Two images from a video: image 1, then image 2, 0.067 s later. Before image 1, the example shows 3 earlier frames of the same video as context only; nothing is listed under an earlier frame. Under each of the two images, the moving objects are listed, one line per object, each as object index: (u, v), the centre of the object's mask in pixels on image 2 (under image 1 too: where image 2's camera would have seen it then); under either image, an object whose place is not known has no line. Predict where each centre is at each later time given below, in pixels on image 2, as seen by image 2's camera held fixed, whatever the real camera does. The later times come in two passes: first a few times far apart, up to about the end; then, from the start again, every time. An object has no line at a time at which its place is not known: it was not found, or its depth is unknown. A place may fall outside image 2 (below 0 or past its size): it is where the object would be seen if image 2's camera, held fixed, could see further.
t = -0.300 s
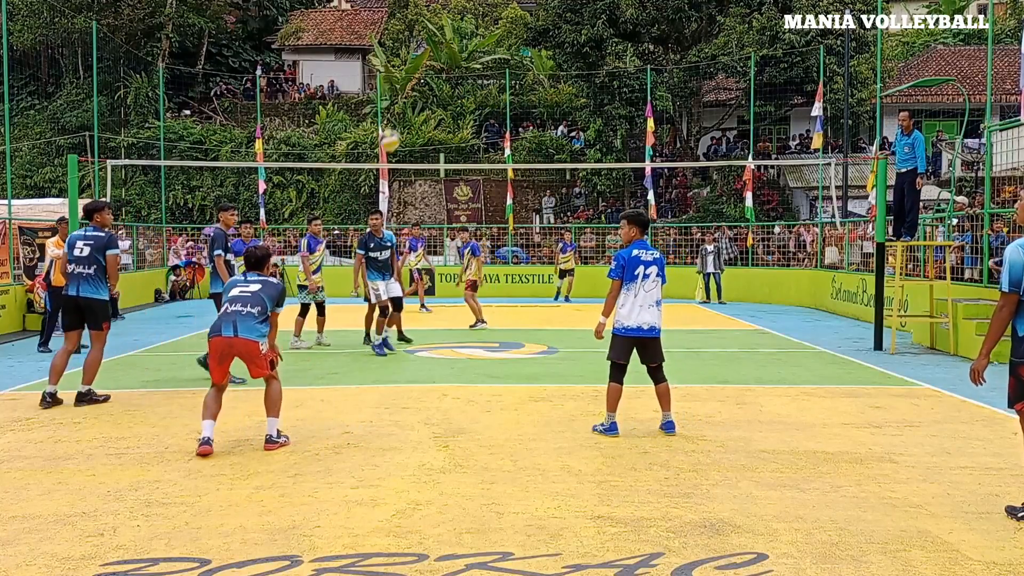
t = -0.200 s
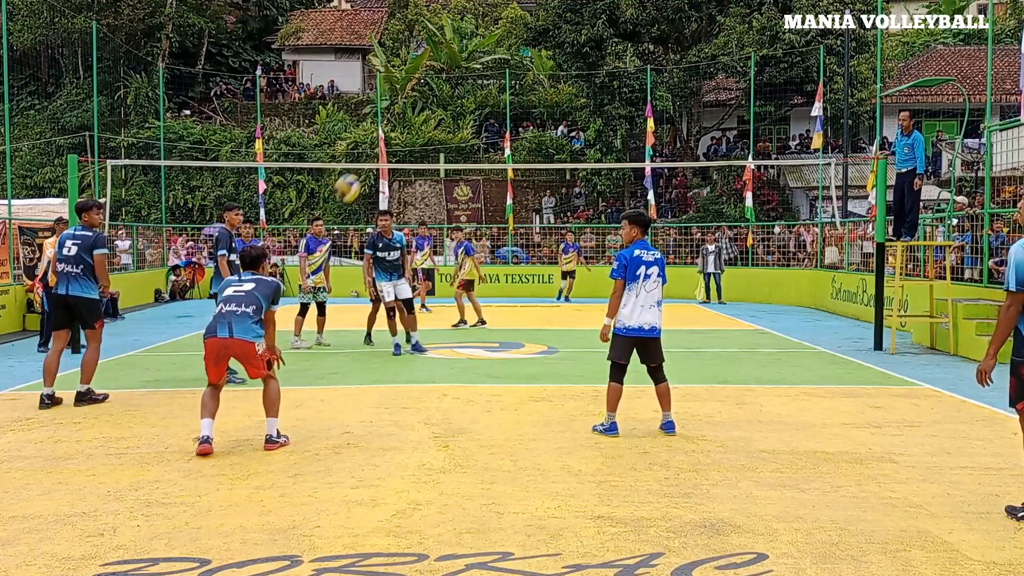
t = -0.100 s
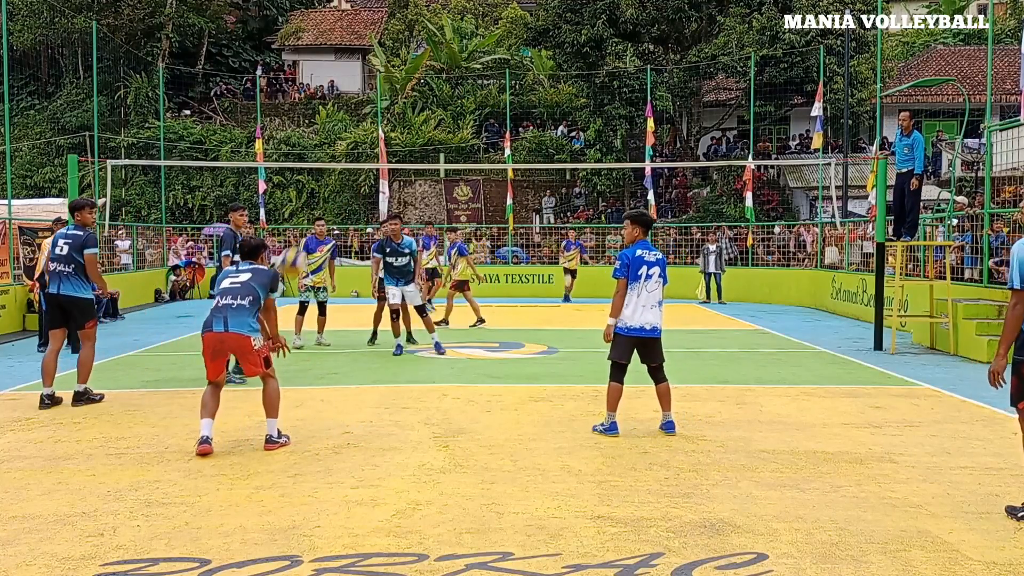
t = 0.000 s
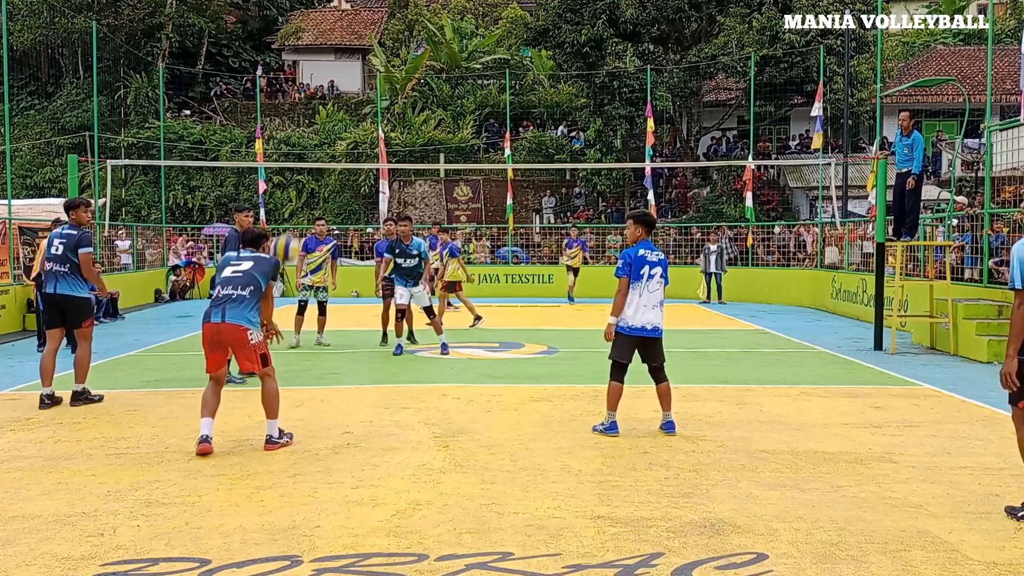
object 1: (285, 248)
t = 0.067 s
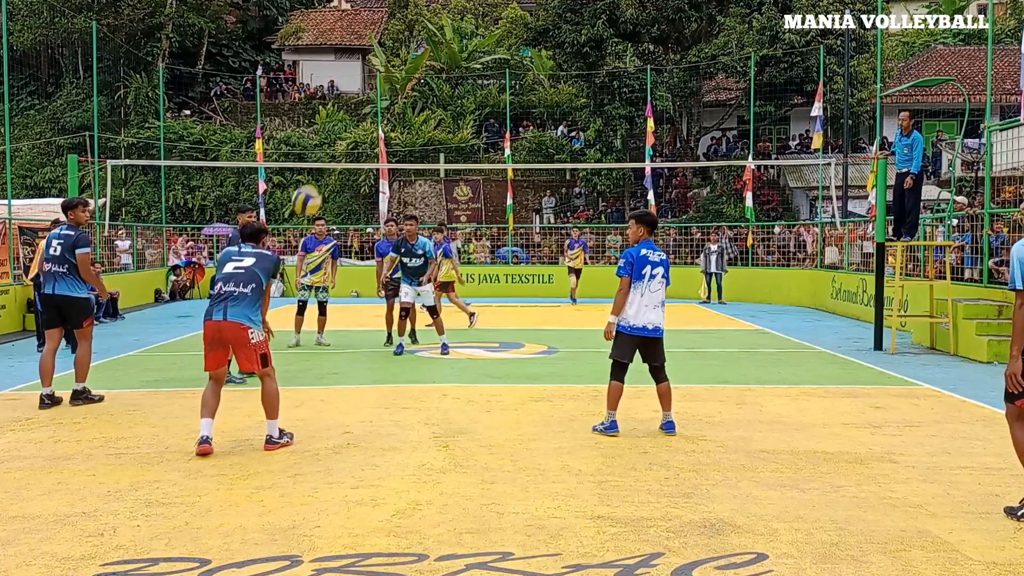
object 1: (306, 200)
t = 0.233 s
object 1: (353, 115)
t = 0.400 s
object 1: (392, 73)
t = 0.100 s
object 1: (316, 181)
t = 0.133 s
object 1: (326, 161)
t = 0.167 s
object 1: (336, 144)
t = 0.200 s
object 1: (345, 127)
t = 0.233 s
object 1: (353, 115)
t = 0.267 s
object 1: (361, 104)
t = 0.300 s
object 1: (369, 94)
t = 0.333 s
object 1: (377, 85)
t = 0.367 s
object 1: (385, 78)
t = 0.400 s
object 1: (392, 73)
